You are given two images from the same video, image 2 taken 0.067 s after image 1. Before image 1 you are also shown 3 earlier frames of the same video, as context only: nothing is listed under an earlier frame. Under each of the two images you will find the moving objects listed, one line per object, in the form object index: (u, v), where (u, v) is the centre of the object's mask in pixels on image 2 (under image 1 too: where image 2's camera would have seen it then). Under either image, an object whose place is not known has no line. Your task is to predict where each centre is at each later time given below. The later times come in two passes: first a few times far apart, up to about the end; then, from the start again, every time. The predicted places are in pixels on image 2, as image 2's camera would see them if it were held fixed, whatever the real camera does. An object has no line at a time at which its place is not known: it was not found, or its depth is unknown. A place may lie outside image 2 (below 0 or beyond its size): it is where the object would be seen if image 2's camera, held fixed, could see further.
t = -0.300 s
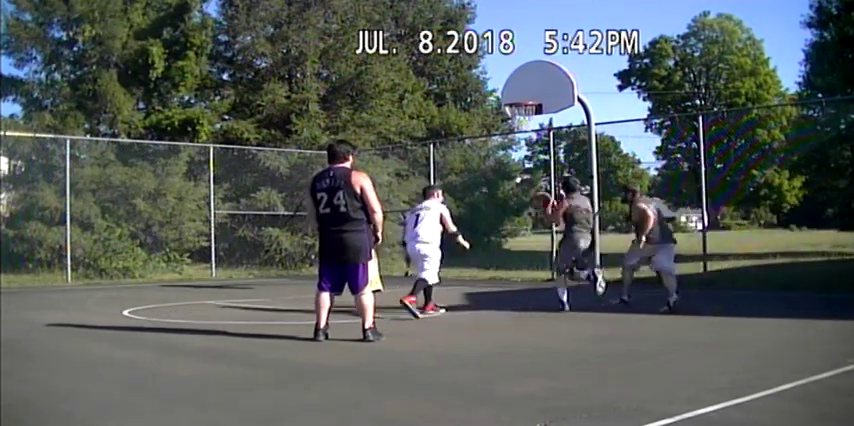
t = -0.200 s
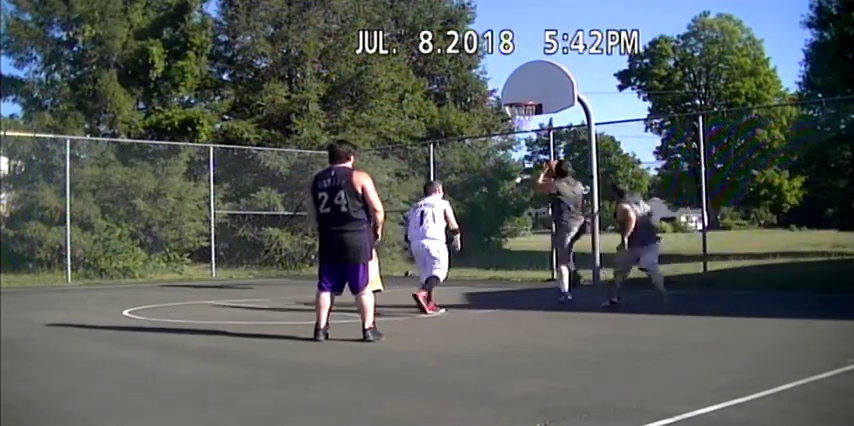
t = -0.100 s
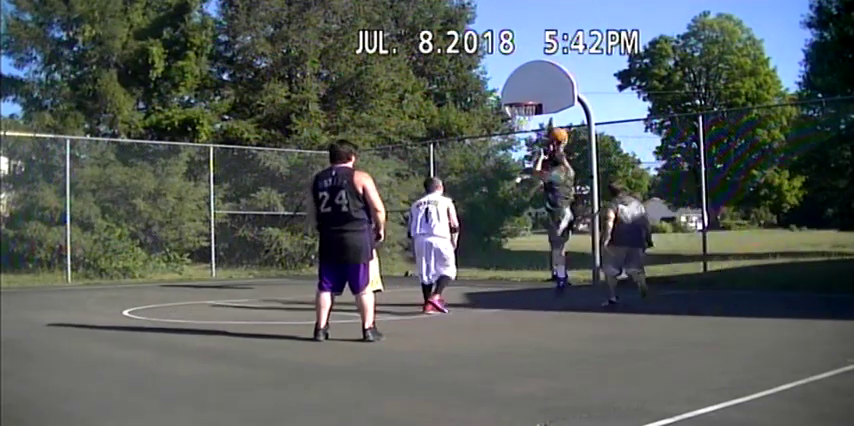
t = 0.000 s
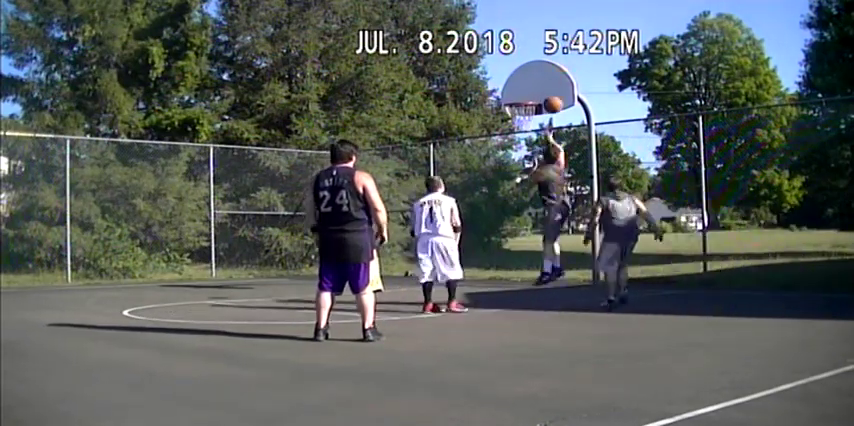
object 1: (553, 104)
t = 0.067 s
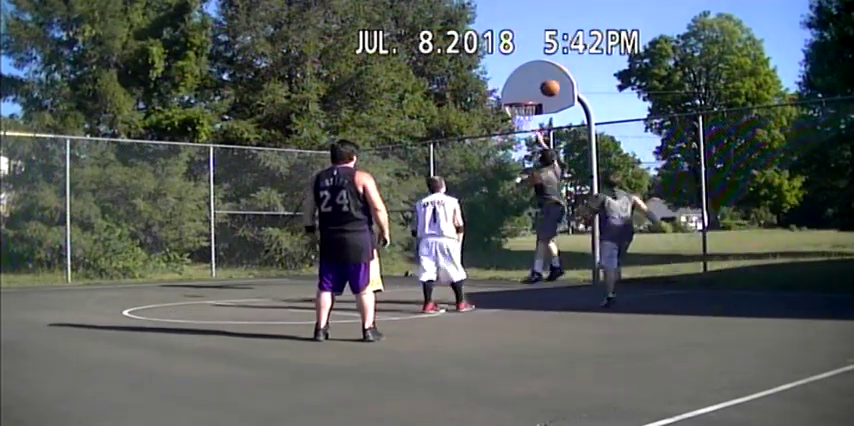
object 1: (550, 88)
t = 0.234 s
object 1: (544, 63)
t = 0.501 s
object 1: (537, 62)
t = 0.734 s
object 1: (533, 95)
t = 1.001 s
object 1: (527, 77)
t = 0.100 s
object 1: (549, 81)
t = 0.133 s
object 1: (548, 75)
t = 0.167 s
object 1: (547, 70)
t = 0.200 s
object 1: (545, 66)
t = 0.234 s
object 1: (544, 63)
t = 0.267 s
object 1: (543, 60)
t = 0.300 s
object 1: (542, 58)
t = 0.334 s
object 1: (540, 57)
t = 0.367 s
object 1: (540, 57)
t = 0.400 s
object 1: (539, 57)
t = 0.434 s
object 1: (539, 58)
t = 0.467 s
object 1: (538, 60)
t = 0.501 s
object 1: (537, 62)
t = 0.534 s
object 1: (536, 65)
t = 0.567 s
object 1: (536, 69)
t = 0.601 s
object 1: (535, 73)
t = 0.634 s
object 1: (534, 78)
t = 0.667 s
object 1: (533, 84)
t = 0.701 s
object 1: (533, 90)
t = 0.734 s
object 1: (533, 95)
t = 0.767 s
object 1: (532, 91)
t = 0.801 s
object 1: (532, 87)
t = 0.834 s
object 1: (531, 84)
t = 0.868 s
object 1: (531, 81)
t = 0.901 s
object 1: (530, 79)
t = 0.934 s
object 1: (530, 78)
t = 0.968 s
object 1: (529, 77)
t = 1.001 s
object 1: (527, 77)
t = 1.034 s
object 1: (526, 77)
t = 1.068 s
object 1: (523, 77)
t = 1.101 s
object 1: (521, 78)
